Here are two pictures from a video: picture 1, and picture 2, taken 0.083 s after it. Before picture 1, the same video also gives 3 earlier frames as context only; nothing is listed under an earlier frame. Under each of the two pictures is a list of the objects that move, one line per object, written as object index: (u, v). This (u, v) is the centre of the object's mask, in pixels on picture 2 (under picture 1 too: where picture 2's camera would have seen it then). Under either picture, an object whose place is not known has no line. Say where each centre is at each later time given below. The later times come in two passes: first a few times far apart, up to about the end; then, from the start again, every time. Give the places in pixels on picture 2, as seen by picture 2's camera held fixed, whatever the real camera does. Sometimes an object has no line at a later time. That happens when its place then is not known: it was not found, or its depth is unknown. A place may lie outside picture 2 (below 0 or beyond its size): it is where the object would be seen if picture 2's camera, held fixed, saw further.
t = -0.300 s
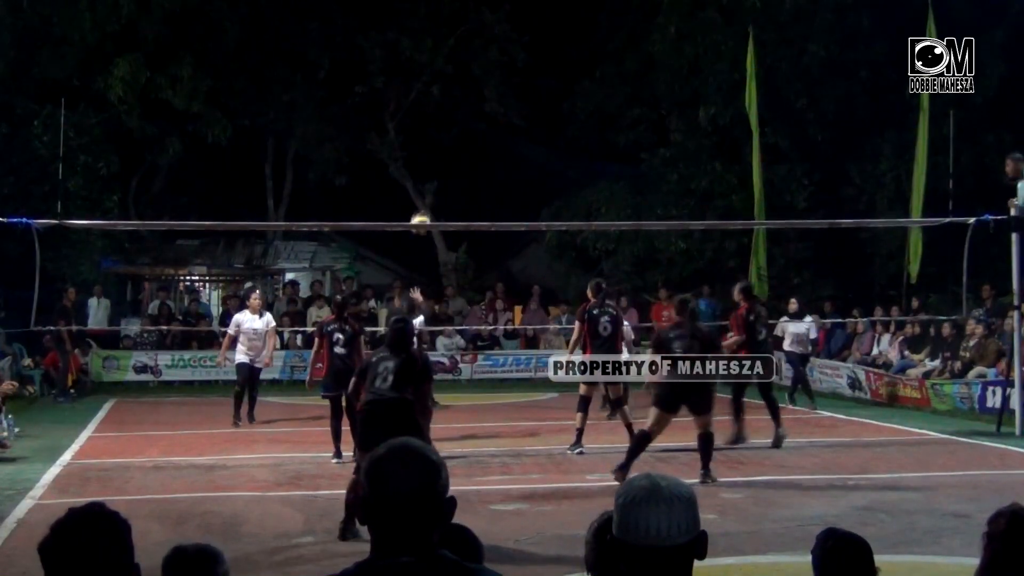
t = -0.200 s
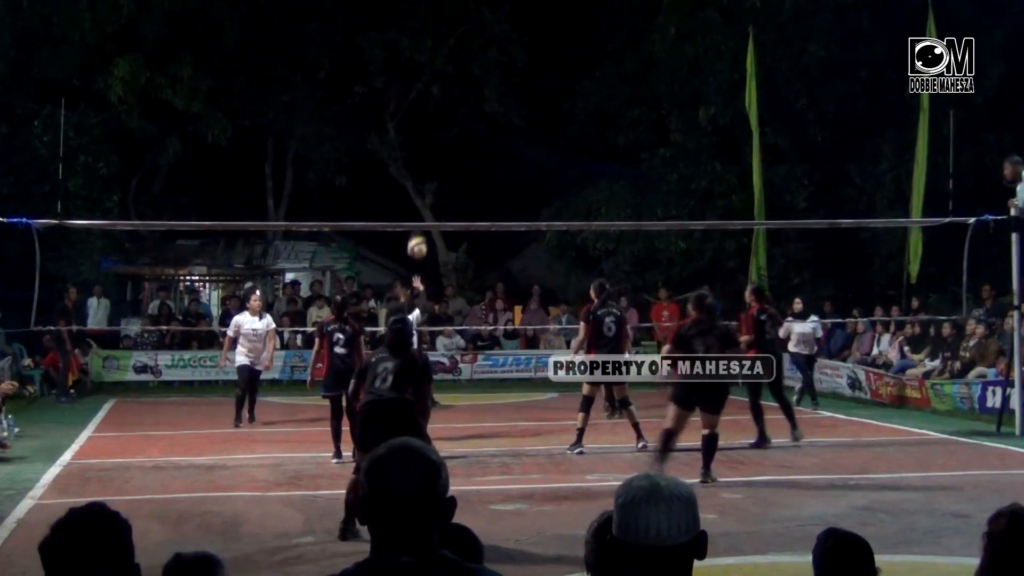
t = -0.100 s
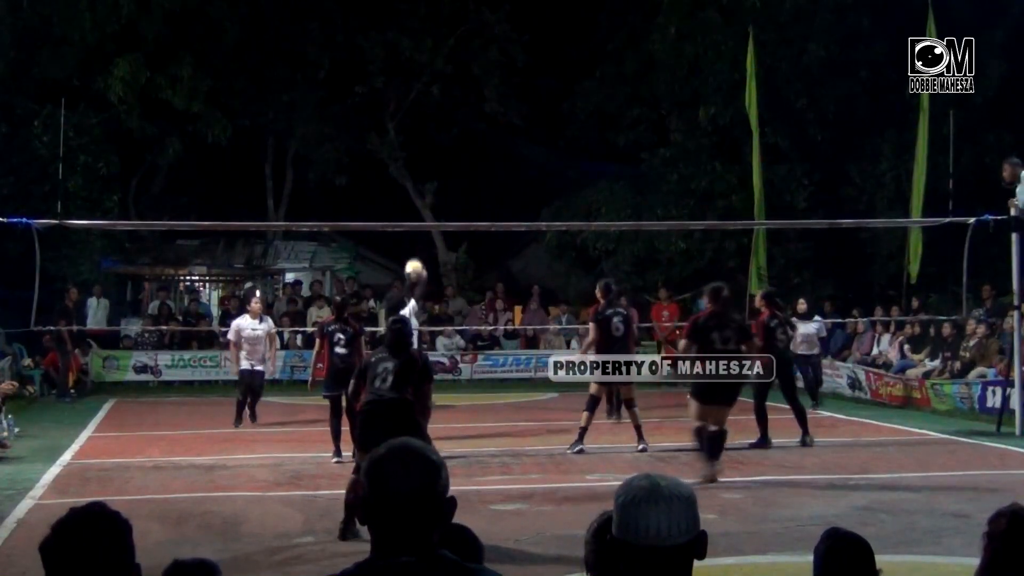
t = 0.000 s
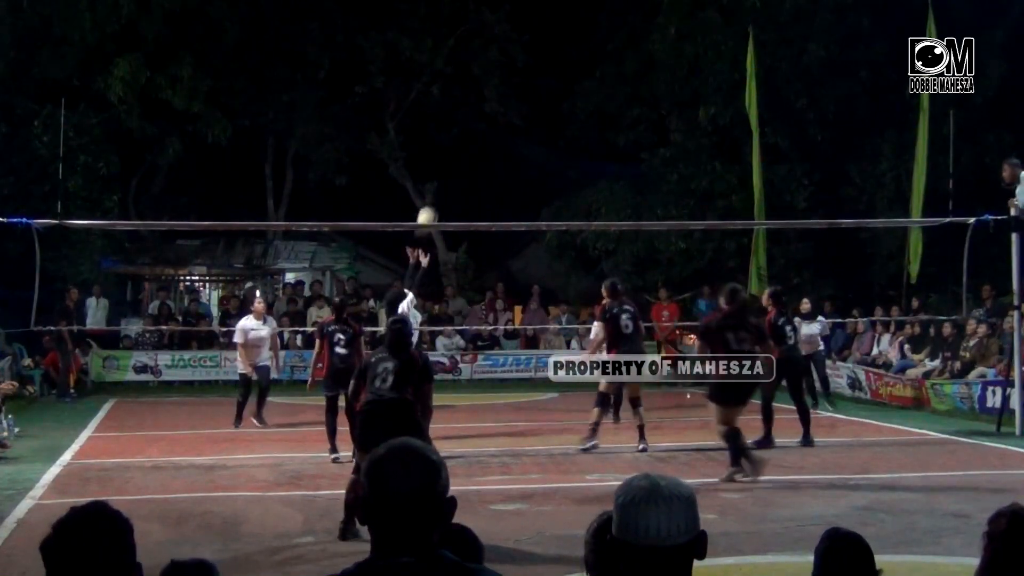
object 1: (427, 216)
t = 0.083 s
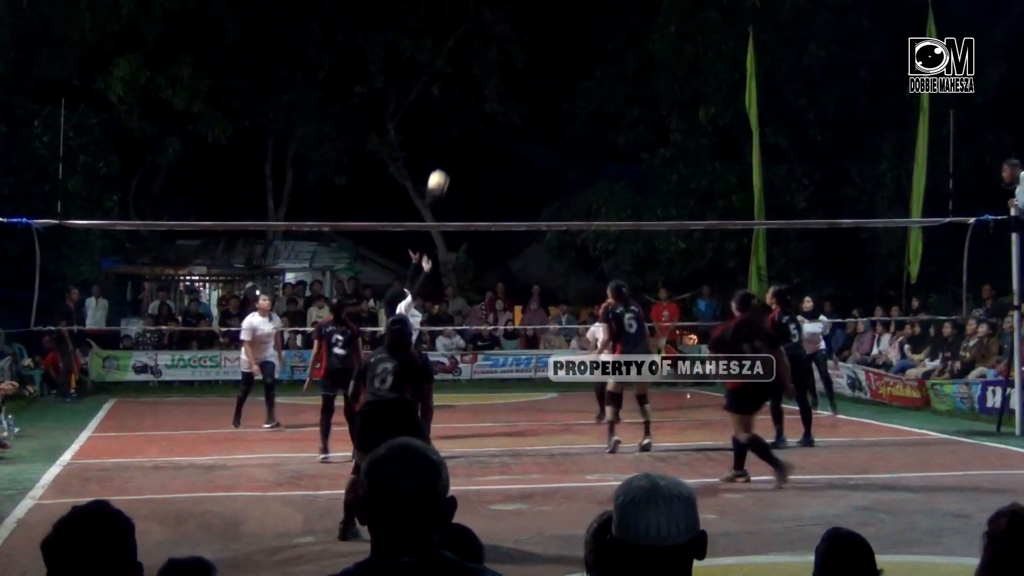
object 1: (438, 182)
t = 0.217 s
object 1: (456, 134)
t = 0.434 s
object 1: (484, 90)
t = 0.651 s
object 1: (512, 89)
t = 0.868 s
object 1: (540, 130)
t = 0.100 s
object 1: (440, 176)
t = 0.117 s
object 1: (442, 169)
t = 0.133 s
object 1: (445, 162)
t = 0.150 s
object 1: (447, 155)
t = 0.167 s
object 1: (449, 150)
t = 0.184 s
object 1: (451, 144)
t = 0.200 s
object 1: (453, 139)
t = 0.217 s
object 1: (456, 134)
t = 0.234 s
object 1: (458, 129)
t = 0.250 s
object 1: (460, 124)
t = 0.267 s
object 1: (462, 120)
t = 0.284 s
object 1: (465, 116)
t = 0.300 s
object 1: (467, 112)
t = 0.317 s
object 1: (469, 108)
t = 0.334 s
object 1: (471, 105)
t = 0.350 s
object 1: (474, 101)
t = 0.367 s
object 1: (476, 99)
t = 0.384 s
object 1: (478, 96)
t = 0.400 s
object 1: (480, 94)
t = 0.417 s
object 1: (482, 92)
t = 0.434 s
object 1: (484, 90)
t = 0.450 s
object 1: (487, 88)
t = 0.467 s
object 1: (489, 87)
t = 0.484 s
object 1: (491, 86)
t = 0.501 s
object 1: (493, 85)
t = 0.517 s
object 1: (495, 85)
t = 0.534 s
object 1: (497, 84)
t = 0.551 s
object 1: (499, 84)
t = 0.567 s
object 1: (501, 84)
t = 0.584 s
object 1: (504, 85)
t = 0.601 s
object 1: (506, 85)
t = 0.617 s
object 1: (508, 86)
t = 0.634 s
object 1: (510, 87)
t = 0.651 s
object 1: (512, 89)
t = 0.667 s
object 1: (514, 91)
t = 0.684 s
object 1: (516, 93)
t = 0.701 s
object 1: (518, 94)
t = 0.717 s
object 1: (520, 97)
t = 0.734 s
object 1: (523, 100)
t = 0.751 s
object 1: (525, 102)
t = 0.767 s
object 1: (527, 106)
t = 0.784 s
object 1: (529, 109)
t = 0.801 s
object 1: (531, 112)
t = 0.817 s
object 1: (533, 117)
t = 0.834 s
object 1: (535, 121)
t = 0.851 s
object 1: (538, 126)
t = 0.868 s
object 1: (540, 130)
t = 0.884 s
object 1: (542, 135)
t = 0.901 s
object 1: (544, 140)
